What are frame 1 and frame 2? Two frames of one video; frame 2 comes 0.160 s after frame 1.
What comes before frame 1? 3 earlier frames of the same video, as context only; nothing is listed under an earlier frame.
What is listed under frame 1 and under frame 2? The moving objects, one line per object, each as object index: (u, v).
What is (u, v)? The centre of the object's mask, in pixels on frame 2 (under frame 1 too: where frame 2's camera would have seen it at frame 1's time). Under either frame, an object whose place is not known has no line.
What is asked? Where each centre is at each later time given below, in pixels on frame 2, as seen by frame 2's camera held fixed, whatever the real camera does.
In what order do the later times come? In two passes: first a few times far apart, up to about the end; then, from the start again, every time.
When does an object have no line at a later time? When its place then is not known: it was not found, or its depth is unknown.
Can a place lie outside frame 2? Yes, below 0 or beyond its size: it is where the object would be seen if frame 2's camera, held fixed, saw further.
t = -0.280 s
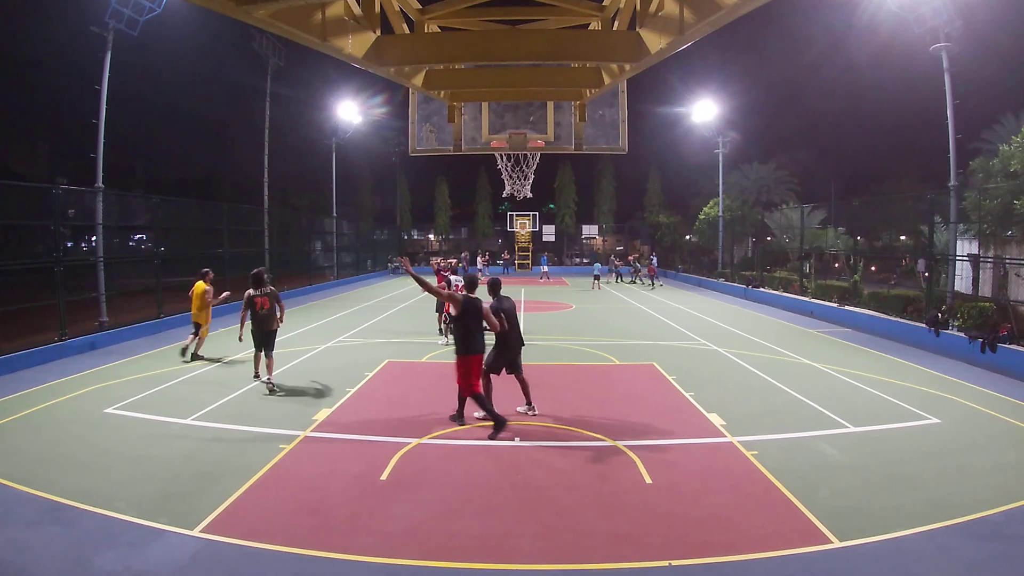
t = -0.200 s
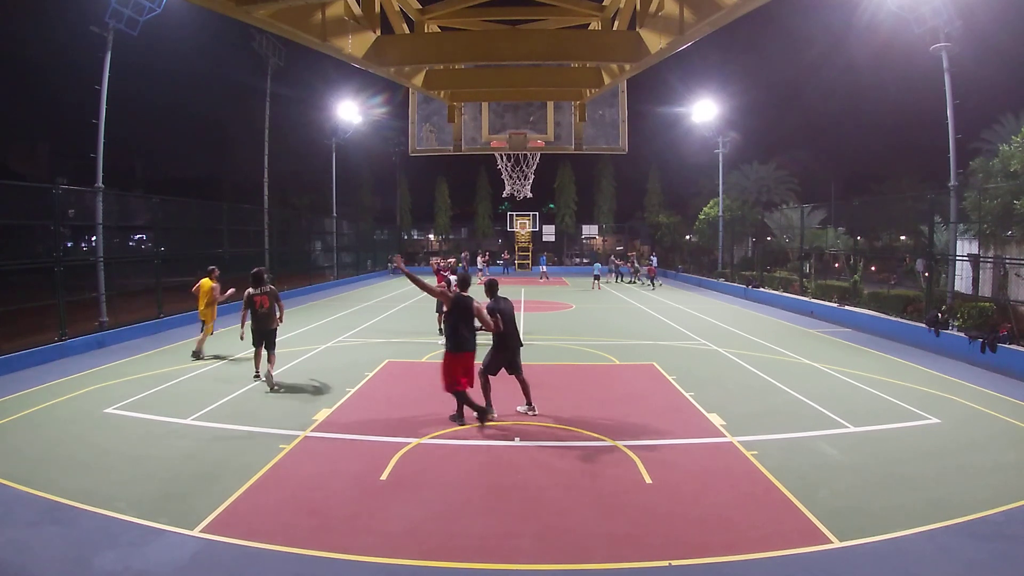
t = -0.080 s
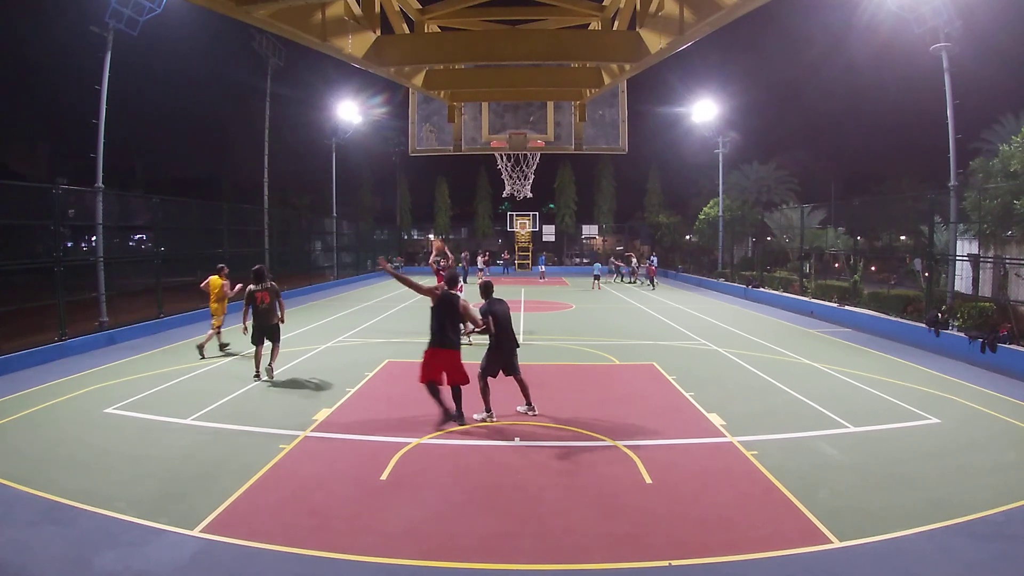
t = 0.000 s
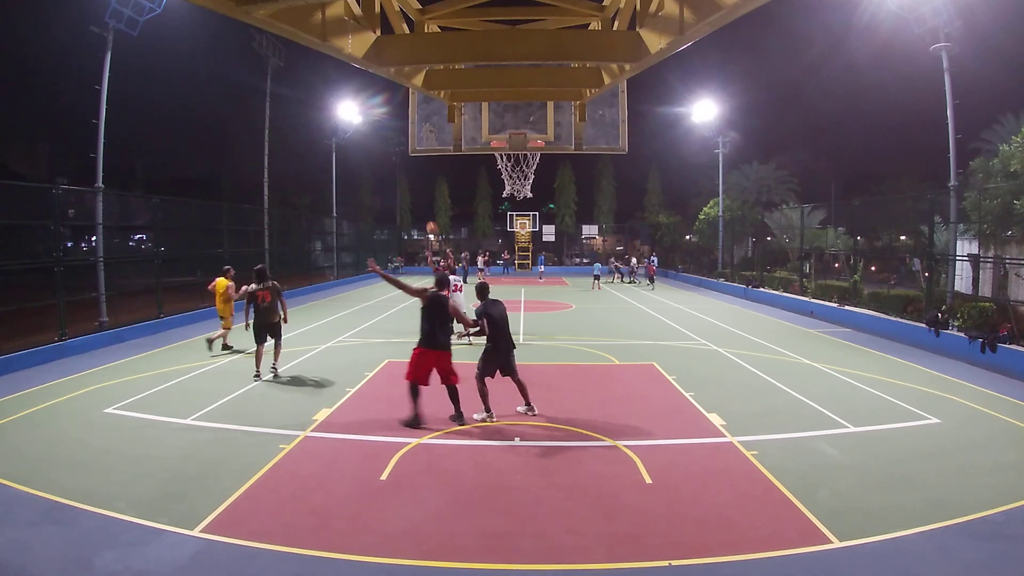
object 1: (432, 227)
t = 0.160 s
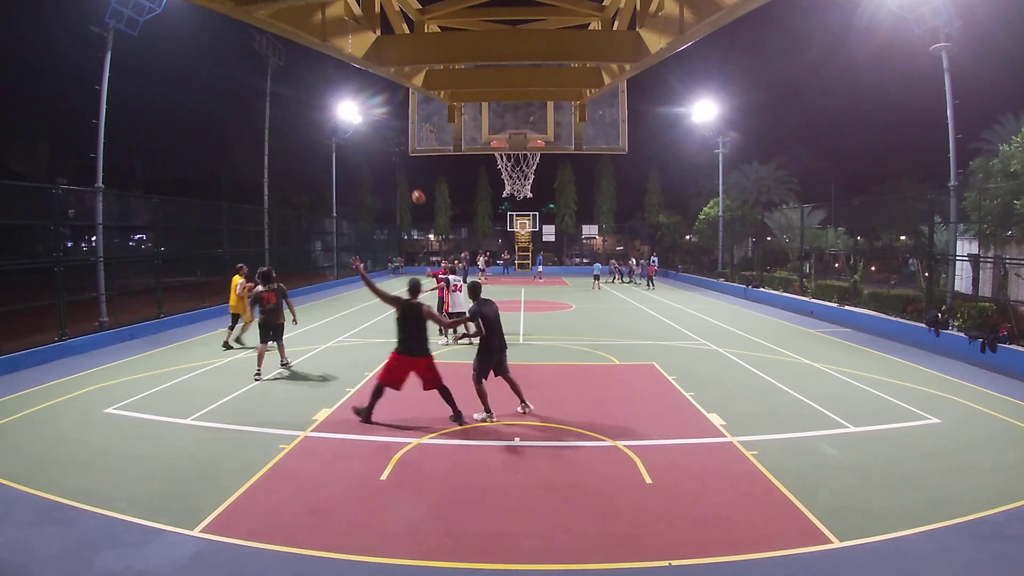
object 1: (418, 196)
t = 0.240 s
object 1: (410, 183)
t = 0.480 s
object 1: (381, 160)
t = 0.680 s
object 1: (350, 163)
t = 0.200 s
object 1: (414, 189)
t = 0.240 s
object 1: (410, 183)
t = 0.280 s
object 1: (406, 177)
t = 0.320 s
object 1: (402, 172)
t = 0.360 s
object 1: (397, 168)
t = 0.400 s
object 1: (392, 165)
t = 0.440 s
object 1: (387, 161)
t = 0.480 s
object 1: (381, 160)
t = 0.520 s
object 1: (376, 158)
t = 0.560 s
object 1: (370, 158)
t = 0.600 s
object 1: (364, 159)
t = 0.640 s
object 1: (357, 161)
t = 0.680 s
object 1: (350, 163)
